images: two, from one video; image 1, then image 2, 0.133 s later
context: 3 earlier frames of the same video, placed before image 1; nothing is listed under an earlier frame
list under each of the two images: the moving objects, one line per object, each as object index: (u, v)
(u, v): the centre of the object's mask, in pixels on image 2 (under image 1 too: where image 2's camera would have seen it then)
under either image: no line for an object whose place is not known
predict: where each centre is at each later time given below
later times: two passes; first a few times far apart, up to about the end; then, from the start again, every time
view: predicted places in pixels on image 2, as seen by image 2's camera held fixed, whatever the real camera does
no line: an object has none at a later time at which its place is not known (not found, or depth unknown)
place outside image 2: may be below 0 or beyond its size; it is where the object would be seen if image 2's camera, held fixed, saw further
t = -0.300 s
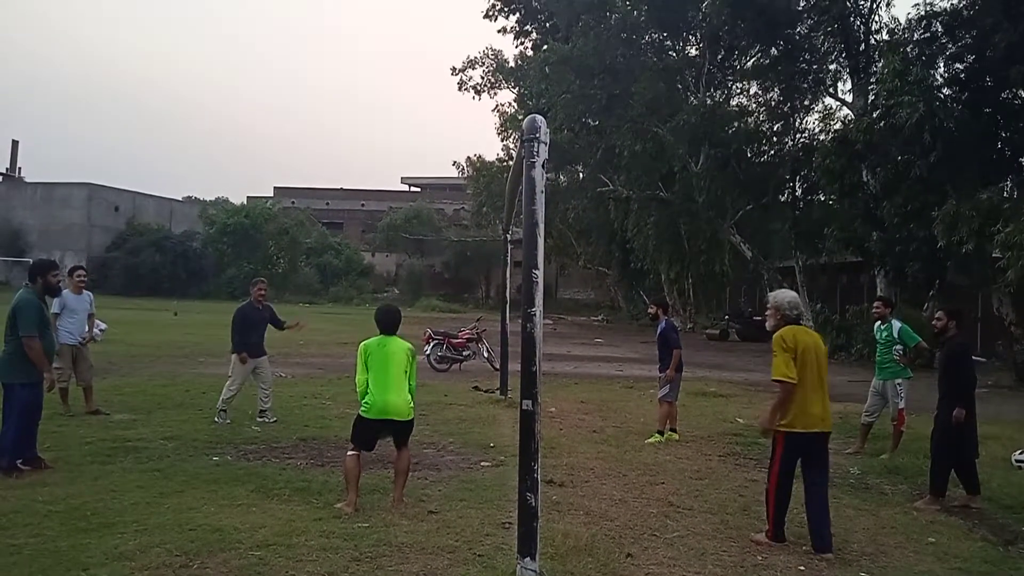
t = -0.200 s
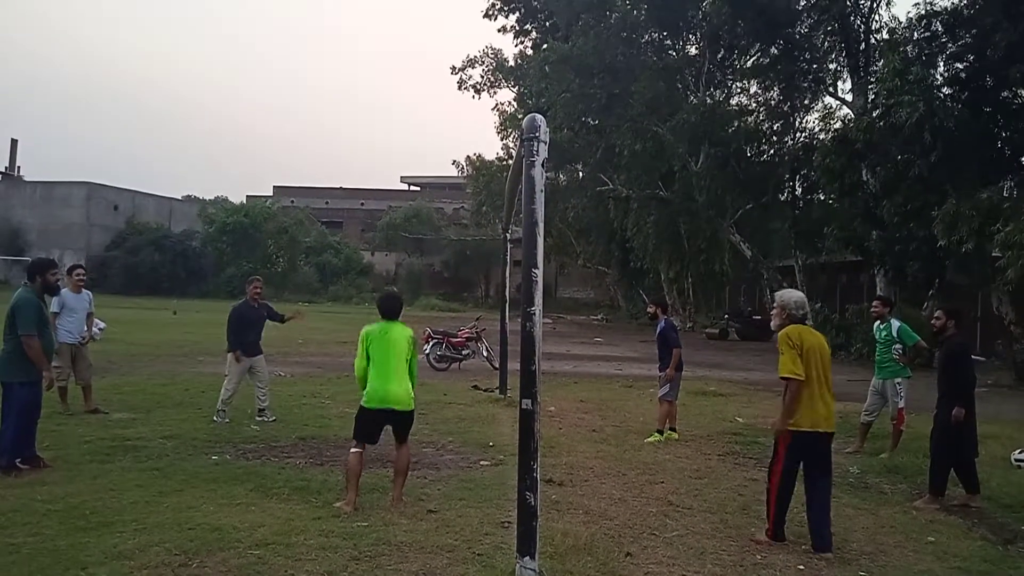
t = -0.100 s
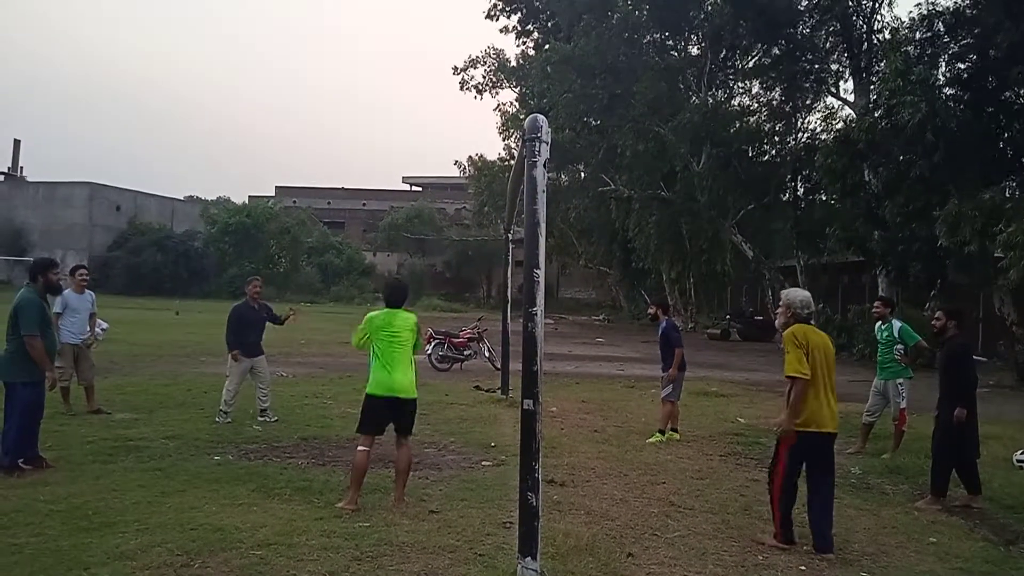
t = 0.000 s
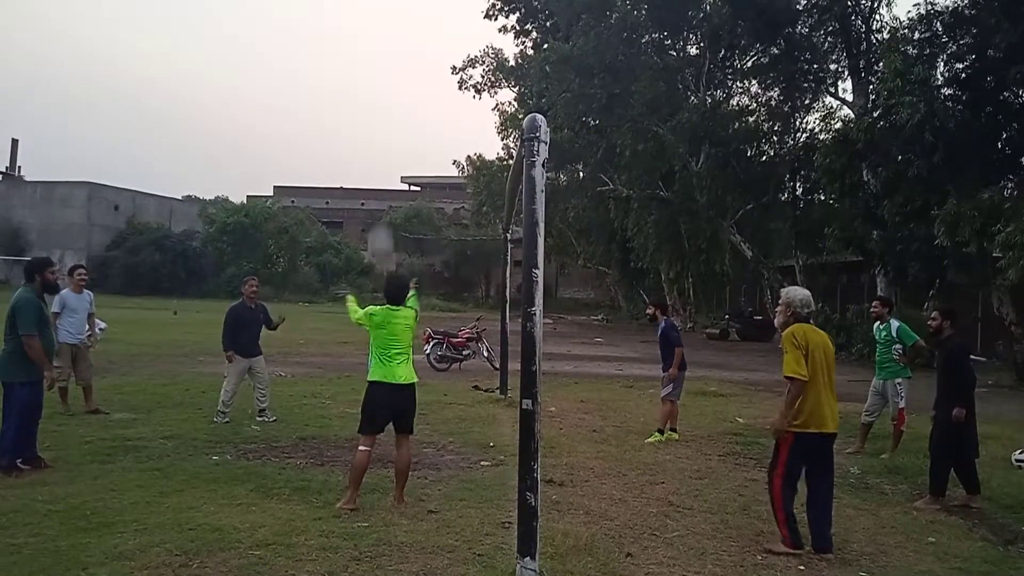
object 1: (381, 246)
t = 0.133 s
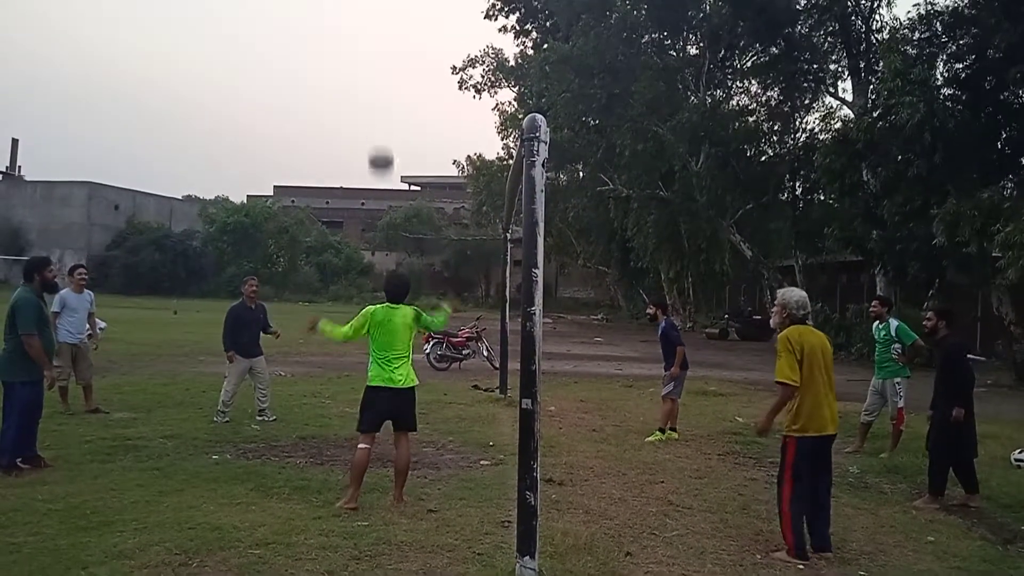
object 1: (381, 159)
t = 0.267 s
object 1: (380, 100)
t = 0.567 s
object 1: (375, 45)
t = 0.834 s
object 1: (366, 75)
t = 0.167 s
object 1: (380, 142)
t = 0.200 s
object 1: (380, 127)
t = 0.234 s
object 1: (380, 112)
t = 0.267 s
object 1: (380, 100)
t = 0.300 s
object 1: (380, 89)
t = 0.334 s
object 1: (379, 79)
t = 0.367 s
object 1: (379, 70)
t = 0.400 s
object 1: (379, 63)
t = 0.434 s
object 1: (378, 57)
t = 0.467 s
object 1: (377, 52)
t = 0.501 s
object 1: (377, 48)
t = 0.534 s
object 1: (376, 46)
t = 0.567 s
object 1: (375, 45)
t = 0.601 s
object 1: (375, 45)
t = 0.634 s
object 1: (374, 46)
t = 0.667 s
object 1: (373, 48)
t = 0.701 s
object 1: (372, 51)
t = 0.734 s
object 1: (371, 56)
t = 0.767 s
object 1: (370, 61)
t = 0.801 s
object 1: (369, 68)
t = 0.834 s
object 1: (366, 75)
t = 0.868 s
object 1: (365, 83)
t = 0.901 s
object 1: (365, 92)
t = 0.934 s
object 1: (365, 104)
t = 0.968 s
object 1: (364, 115)
